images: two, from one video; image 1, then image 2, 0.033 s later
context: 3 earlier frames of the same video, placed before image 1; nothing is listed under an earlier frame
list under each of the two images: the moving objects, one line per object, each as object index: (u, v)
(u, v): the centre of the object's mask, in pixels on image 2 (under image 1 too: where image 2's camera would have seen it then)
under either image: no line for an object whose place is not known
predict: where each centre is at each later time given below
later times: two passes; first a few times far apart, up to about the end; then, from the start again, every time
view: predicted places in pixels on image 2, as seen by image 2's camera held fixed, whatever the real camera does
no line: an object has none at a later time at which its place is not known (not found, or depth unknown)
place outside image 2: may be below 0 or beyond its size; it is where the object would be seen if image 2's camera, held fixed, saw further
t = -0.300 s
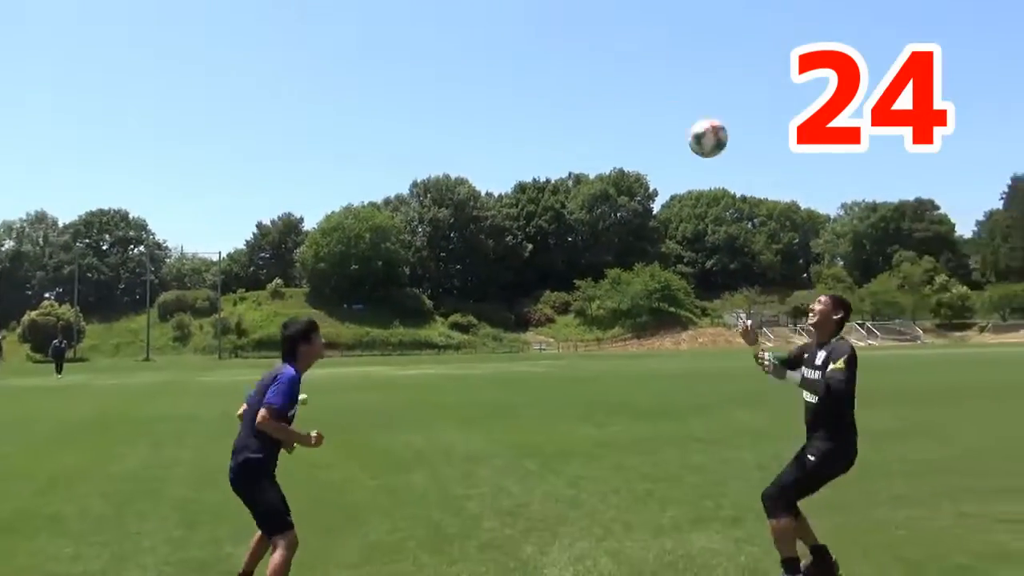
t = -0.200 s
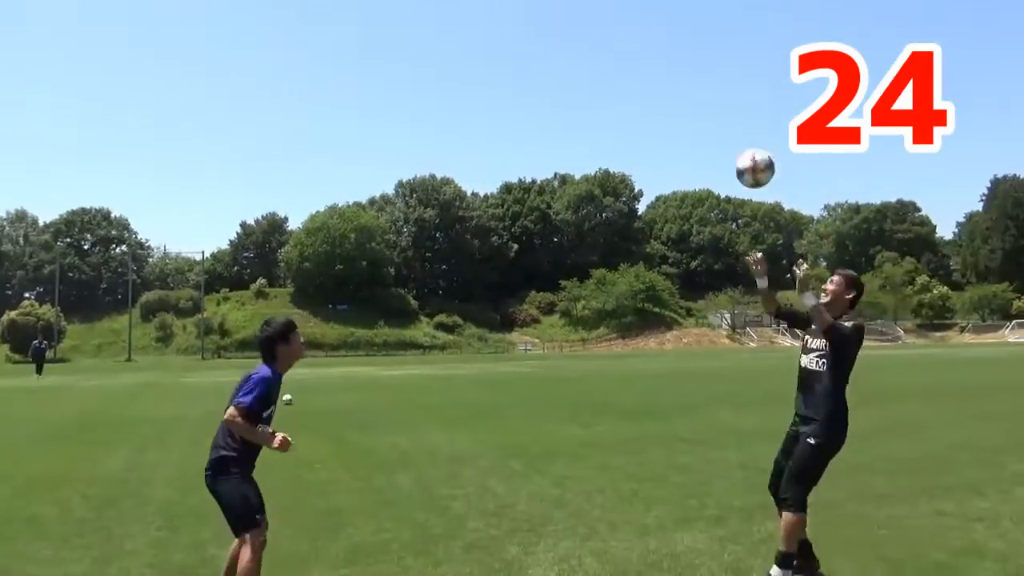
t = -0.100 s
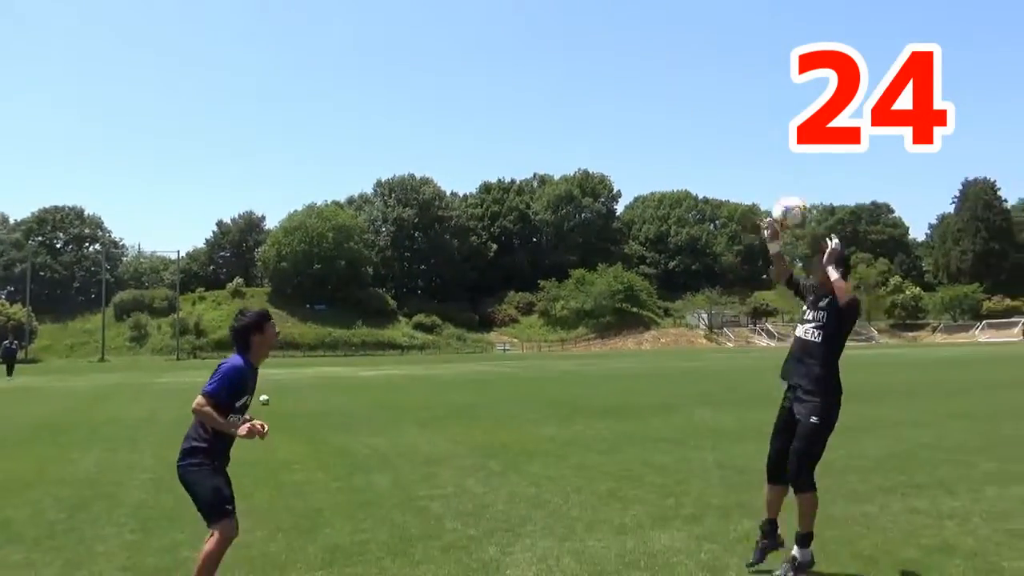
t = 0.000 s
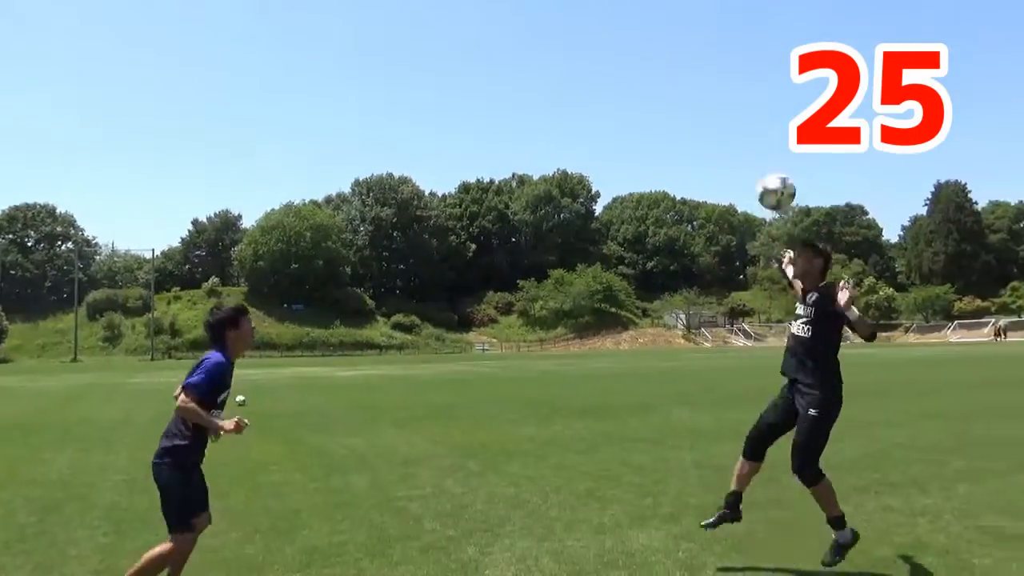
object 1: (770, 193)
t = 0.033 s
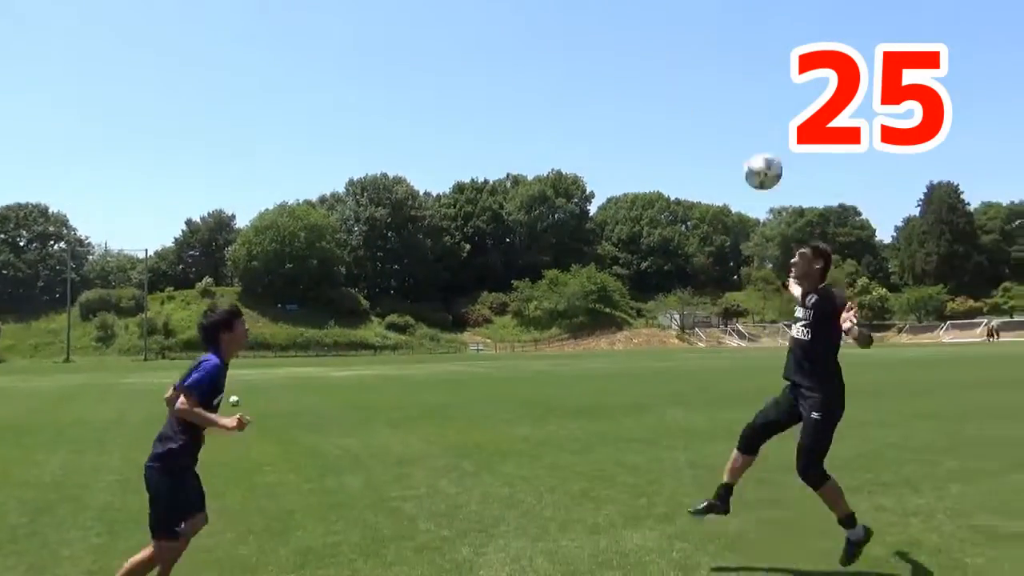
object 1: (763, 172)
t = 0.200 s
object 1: (729, 89)
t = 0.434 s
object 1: (683, 46)
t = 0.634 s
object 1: (643, 80)
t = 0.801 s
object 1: (609, 162)
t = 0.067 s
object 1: (756, 152)
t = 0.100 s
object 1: (749, 134)
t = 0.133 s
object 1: (742, 117)
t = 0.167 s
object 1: (735, 103)
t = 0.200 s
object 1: (729, 89)
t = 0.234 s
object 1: (722, 78)
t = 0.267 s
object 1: (716, 68)
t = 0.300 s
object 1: (710, 60)
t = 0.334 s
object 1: (703, 55)
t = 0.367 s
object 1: (696, 50)
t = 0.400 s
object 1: (689, 48)
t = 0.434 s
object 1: (683, 46)
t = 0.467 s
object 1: (676, 48)
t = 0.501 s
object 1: (670, 50)
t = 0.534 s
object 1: (662, 55)
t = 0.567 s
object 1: (656, 61)
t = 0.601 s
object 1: (649, 70)
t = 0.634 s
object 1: (643, 80)
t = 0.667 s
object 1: (636, 92)
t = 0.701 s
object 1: (629, 107)
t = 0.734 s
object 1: (622, 123)
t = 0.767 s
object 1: (616, 141)
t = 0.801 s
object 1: (609, 162)
